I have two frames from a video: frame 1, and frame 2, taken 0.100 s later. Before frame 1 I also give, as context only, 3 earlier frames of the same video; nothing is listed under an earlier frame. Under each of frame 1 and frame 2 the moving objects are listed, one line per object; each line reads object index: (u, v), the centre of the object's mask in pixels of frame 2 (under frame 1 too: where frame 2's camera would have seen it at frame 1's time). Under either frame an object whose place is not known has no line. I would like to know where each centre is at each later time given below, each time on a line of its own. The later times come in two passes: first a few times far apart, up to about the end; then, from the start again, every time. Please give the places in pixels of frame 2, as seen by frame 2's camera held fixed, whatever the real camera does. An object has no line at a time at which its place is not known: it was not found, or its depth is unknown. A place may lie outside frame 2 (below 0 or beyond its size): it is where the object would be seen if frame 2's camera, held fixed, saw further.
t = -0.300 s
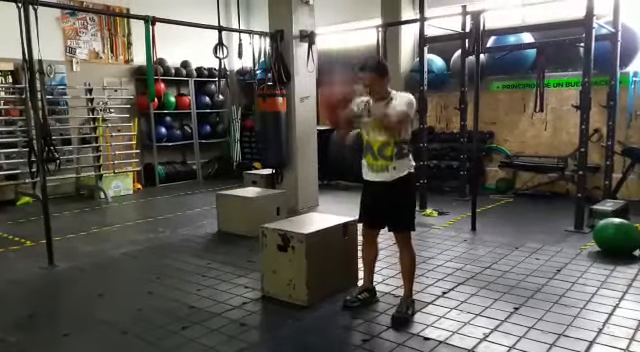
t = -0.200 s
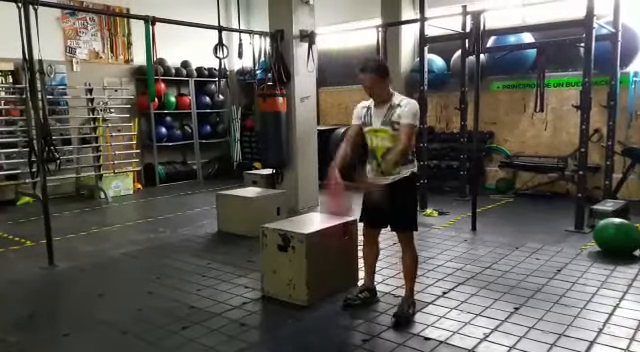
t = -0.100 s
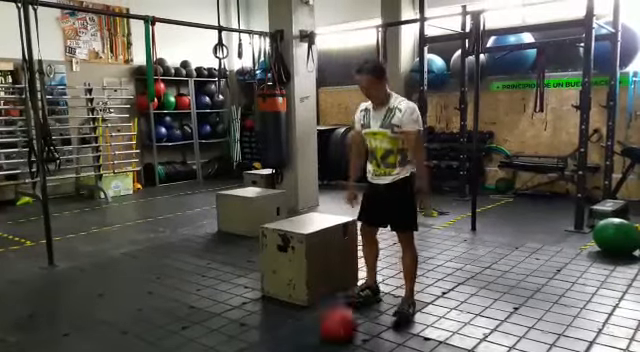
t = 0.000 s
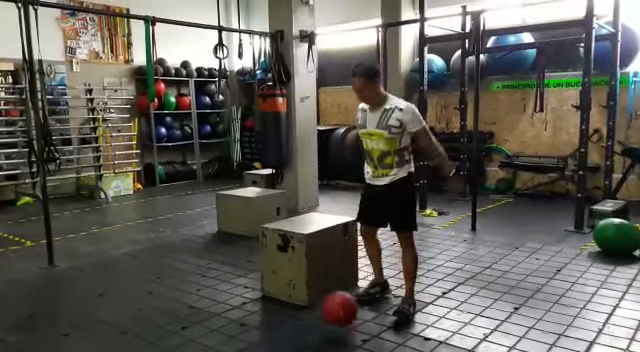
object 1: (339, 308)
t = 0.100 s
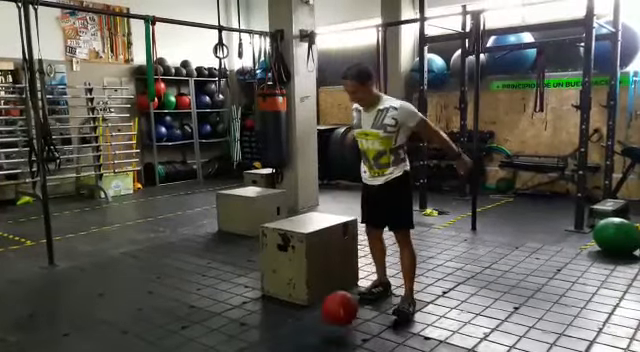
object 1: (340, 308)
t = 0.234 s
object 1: (340, 317)
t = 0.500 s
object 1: (340, 317)
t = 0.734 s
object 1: (339, 317)
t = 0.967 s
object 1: (339, 317)
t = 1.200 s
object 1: (339, 317)
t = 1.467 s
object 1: (339, 317)
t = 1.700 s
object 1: (339, 317)
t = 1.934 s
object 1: (339, 317)
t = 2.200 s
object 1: (339, 318)
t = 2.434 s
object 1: (339, 317)
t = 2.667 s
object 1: (339, 317)
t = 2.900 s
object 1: (340, 317)
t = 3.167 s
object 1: (340, 318)
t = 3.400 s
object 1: (340, 318)
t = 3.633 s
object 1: (340, 318)
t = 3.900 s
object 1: (340, 318)
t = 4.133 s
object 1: (340, 317)
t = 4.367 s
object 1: (339, 318)
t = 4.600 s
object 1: (339, 318)
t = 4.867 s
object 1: (339, 318)
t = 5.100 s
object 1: (340, 317)
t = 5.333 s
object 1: (339, 319)
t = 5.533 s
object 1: (339, 319)
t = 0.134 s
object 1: (339, 312)
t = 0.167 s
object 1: (340, 318)
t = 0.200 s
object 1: (340, 319)
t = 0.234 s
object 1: (340, 317)
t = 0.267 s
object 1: (340, 316)
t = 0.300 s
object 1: (340, 317)
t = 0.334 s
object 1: (340, 318)
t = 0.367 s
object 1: (340, 318)
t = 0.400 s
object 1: (340, 318)
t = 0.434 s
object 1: (340, 317)
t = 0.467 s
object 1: (340, 317)
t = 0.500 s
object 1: (340, 317)
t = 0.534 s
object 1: (340, 318)
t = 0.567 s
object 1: (340, 317)
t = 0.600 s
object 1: (340, 317)
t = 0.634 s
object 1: (340, 317)
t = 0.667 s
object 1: (340, 317)
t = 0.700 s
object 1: (339, 317)
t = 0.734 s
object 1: (339, 317)
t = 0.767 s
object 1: (339, 318)
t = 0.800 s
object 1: (339, 318)
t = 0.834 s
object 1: (339, 318)
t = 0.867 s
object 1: (339, 318)
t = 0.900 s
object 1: (339, 317)
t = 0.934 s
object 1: (339, 317)
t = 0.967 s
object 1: (339, 317)
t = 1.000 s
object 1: (339, 318)
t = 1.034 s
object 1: (339, 318)
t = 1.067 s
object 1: (339, 317)
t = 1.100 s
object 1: (339, 318)
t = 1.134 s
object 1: (339, 318)
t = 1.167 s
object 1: (339, 318)
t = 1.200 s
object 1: (339, 317)
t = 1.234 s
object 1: (339, 317)
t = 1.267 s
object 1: (339, 317)
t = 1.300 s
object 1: (339, 317)
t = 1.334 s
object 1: (339, 317)
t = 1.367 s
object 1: (339, 317)
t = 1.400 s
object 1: (339, 317)
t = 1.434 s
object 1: (339, 317)
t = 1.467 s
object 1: (339, 317)
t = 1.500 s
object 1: (339, 317)
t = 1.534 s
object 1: (339, 317)
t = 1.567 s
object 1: (339, 317)
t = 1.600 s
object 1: (339, 317)
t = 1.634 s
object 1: (339, 317)
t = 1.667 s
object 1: (339, 317)
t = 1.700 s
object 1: (339, 317)
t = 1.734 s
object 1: (339, 317)
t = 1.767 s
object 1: (339, 317)
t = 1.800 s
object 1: (339, 317)
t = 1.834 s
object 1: (339, 317)
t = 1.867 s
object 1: (339, 317)
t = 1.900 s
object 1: (339, 317)
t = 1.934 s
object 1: (339, 317)
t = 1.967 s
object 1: (339, 317)
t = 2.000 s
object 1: (339, 317)
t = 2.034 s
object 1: (339, 317)
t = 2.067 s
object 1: (339, 317)
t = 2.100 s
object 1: (339, 318)
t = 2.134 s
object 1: (339, 318)
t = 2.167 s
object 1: (339, 318)
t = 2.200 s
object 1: (339, 318)
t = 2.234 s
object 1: (339, 318)
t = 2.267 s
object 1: (339, 317)
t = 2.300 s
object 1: (339, 317)
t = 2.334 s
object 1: (339, 317)
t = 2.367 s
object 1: (339, 317)
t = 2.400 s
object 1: (339, 317)
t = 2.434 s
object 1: (339, 317)
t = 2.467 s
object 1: (339, 317)
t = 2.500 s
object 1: (339, 318)
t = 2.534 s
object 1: (339, 317)
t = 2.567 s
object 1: (339, 318)
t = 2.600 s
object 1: (339, 318)
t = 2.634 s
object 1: (339, 317)
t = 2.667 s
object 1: (339, 317)
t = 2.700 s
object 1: (339, 317)
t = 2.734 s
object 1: (339, 317)
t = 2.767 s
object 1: (339, 318)
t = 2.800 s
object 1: (340, 317)
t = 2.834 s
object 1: (340, 317)
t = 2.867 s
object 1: (340, 317)
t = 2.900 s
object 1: (340, 317)
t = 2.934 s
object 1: (339, 317)
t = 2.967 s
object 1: (340, 317)
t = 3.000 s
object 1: (340, 317)
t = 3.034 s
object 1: (340, 317)
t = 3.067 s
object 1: (340, 317)
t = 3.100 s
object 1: (340, 317)
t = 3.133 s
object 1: (340, 317)
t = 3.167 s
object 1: (340, 318)
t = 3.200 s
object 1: (340, 317)
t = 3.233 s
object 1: (340, 318)
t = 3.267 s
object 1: (340, 317)
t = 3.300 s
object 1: (340, 317)
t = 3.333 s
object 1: (340, 317)
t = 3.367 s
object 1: (340, 318)
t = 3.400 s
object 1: (340, 318)
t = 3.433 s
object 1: (340, 318)
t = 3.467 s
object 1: (340, 318)
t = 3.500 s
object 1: (340, 318)
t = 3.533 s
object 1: (339, 318)
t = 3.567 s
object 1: (339, 317)
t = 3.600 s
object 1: (340, 317)
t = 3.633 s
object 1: (340, 318)
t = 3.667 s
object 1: (339, 317)
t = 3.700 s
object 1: (340, 318)
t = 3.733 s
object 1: (340, 317)
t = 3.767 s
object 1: (340, 317)
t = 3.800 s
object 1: (340, 317)
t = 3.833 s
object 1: (340, 318)
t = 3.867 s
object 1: (340, 317)
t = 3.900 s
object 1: (340, 318)
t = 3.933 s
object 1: (340, 317)
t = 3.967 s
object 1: (340, 318)
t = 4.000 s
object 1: (340, 317)
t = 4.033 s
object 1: (340, 318)
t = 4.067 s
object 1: (340, 317)
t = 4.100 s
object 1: (340, 317)
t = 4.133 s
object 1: (340, 317)
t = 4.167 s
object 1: (340, 317)
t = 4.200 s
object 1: (340, 317)
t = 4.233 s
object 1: (339, 317)
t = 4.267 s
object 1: (339, 317)
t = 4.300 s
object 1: (339, 317)
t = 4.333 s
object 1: (340, 317)
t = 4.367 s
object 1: (339, 318)
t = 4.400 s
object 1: (339, 318)
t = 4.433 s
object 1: (339, 318)
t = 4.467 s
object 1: (339, 318)
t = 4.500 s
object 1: (339, 318)
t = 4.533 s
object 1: (339, 318)
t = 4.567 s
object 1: (339, 317)
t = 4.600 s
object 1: (339, 318)
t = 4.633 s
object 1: (339, 318)
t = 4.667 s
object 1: (339, 318)
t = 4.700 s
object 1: (339, 317)
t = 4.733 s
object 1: (339, 317)
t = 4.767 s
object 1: (339, 318)
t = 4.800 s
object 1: (339, 318)
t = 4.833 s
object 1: (339, 318)
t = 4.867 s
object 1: (339, 318)
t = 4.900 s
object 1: (339, 318)
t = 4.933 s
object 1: (339, 317)
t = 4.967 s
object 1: (339, 317)
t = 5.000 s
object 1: (339, 317)
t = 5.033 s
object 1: (340, 318)
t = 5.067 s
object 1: (340, 317)
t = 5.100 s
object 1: (340, 317)
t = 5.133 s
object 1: (340, 318)
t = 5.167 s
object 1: (339, 318)
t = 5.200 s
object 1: (339, 318)
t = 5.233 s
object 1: (339, 318)
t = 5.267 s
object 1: (339, 318)
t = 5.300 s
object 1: (340, 319)
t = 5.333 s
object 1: (339, 319)
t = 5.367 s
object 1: (339, 319)
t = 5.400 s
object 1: (339, 319)
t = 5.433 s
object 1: (339, 319)
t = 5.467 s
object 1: (339, 320)
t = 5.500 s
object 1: (339, 320)
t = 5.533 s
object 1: (339, 319)
